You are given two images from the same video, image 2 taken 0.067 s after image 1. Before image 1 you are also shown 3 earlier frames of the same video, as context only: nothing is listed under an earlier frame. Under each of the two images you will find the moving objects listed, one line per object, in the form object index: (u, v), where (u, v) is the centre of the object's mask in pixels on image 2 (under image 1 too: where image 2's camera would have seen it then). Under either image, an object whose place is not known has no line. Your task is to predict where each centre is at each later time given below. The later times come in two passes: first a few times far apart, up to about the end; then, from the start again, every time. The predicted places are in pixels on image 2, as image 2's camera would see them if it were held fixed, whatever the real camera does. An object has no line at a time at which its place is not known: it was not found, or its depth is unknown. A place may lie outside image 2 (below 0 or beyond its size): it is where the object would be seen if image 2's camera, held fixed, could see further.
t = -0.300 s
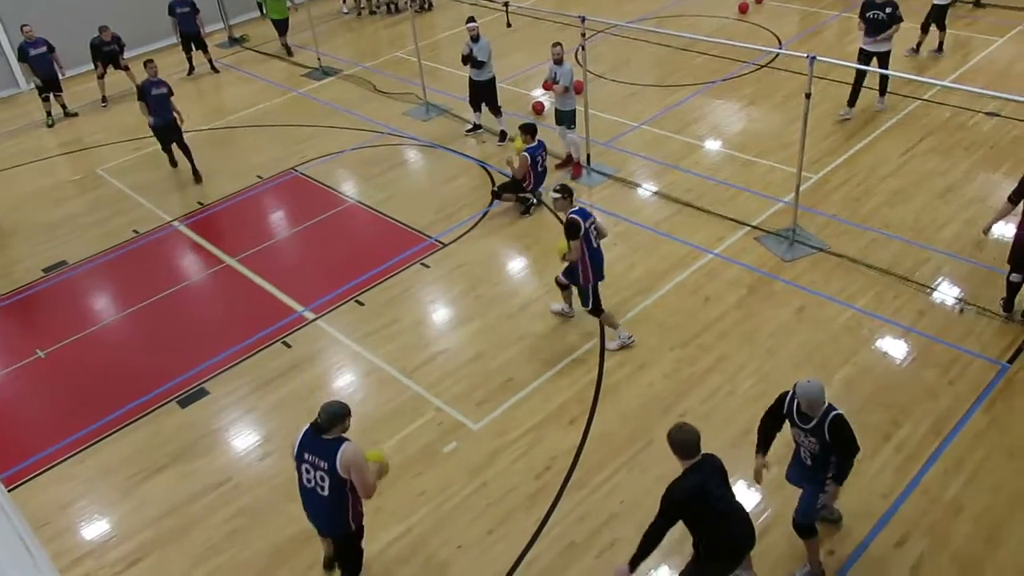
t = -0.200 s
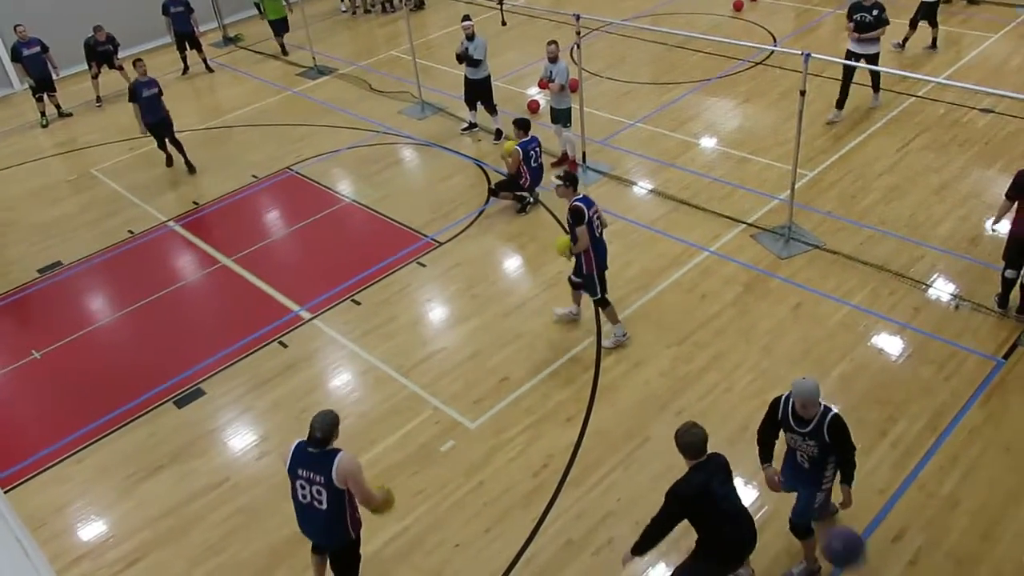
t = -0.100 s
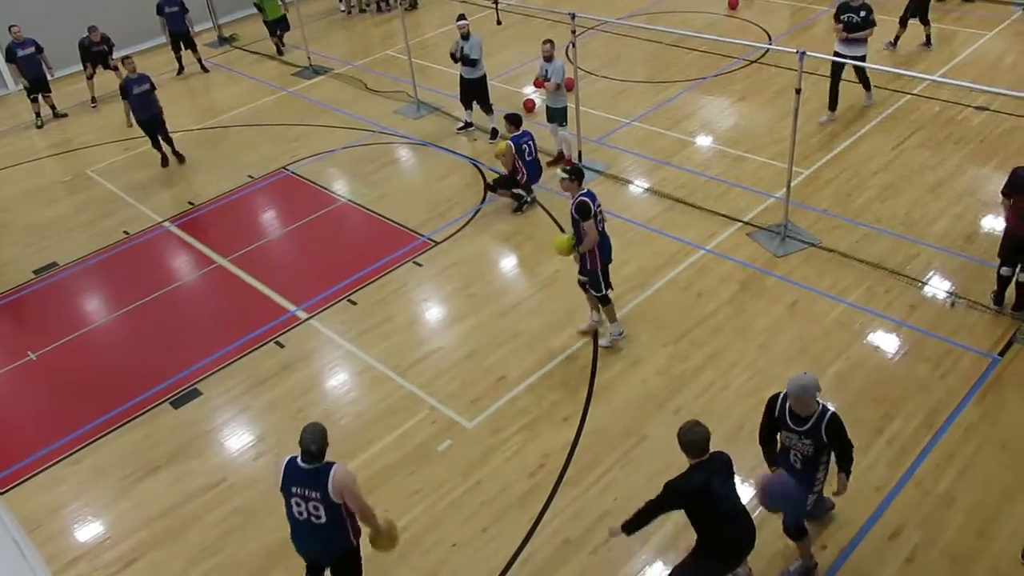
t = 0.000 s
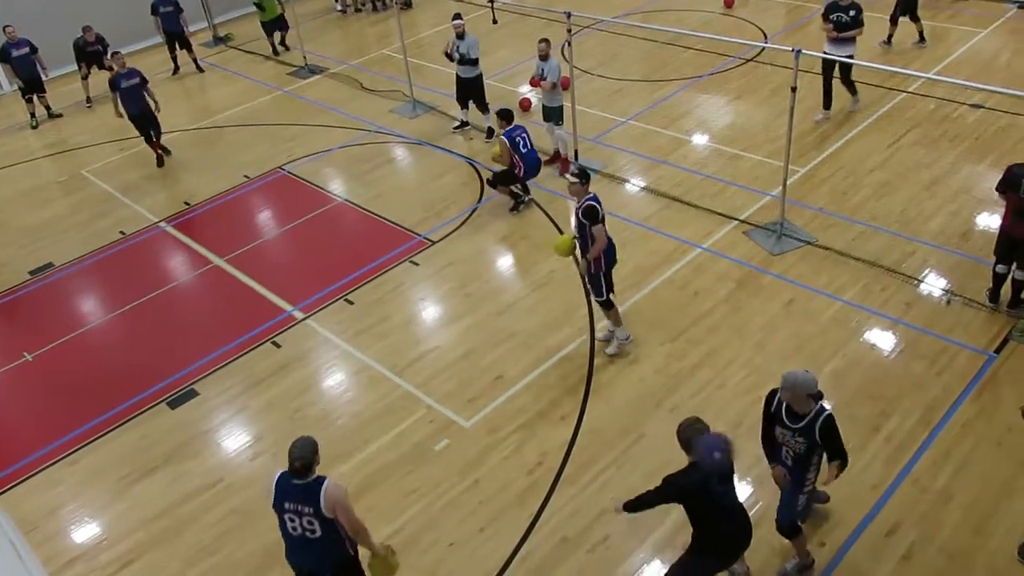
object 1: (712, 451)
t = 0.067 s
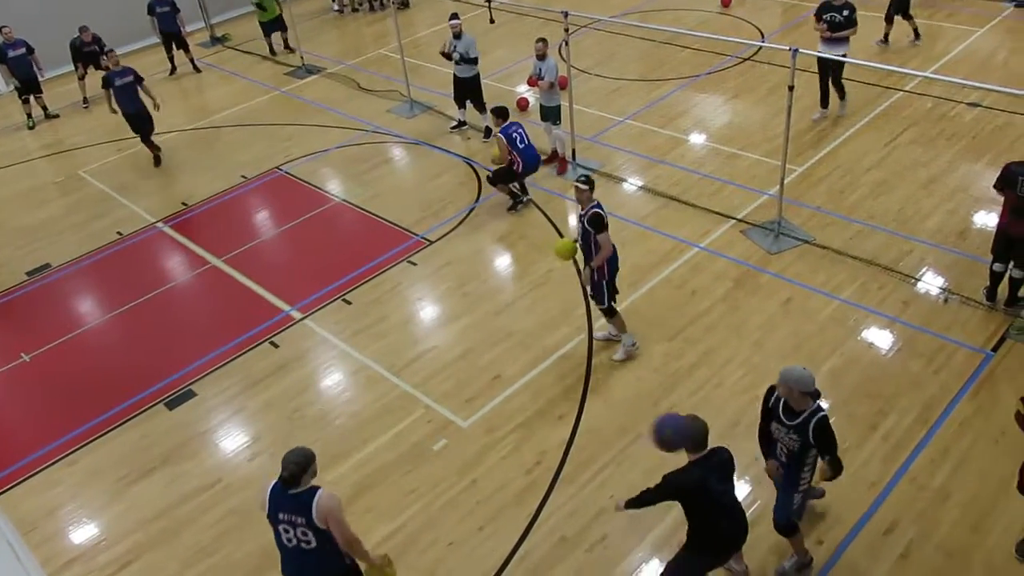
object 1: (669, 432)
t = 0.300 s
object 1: (545, 416)
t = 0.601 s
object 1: (428, 480)
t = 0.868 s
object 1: (369, 529)
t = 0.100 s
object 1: (652, 425)
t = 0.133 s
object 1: (632, 420)
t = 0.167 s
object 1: (614, 417)
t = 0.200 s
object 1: (595, 414)
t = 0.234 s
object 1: (577, 414)
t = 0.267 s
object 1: (561, 414)
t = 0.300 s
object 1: (545, 416)
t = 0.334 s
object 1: (529, 419)
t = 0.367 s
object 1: (514, 424)
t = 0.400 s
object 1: (499, 429)
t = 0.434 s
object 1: (486, 435)
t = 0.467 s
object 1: (473, 443)
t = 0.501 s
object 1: (461, 451)
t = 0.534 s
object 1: (449, 459)
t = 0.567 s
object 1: (438, 469)
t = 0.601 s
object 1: (428, 480)
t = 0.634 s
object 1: (418, 491)
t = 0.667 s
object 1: (409, 502)
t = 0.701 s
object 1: (400, 513)
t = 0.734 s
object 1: (393, 525)
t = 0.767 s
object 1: (385, 537)
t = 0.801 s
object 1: (381, 550)
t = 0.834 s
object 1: (375, 539)
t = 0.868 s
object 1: (369, 529)
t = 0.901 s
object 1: (364, 520)
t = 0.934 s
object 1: (359, 511)
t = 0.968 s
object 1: (354, 504)
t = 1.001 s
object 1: (349, 497)
